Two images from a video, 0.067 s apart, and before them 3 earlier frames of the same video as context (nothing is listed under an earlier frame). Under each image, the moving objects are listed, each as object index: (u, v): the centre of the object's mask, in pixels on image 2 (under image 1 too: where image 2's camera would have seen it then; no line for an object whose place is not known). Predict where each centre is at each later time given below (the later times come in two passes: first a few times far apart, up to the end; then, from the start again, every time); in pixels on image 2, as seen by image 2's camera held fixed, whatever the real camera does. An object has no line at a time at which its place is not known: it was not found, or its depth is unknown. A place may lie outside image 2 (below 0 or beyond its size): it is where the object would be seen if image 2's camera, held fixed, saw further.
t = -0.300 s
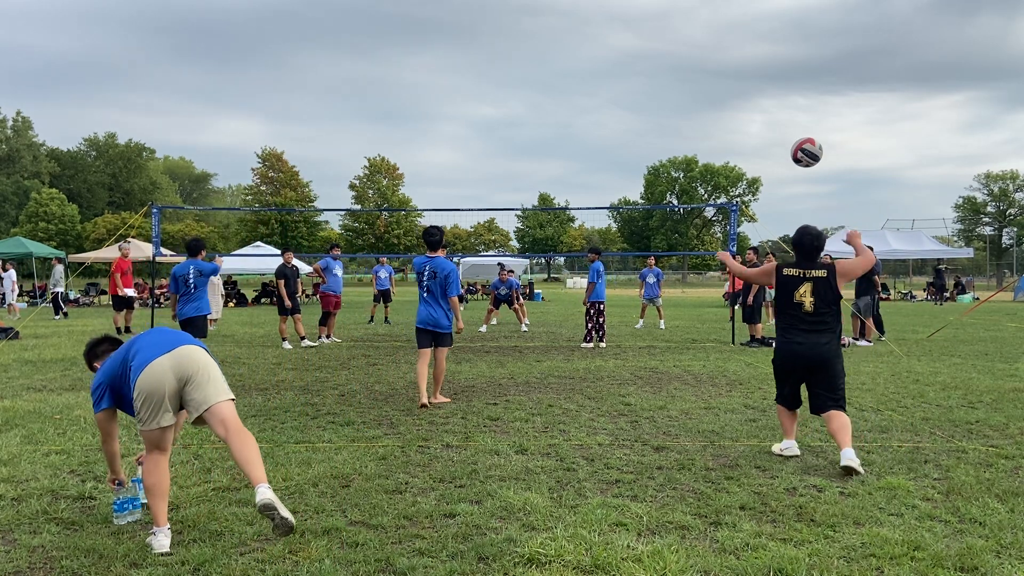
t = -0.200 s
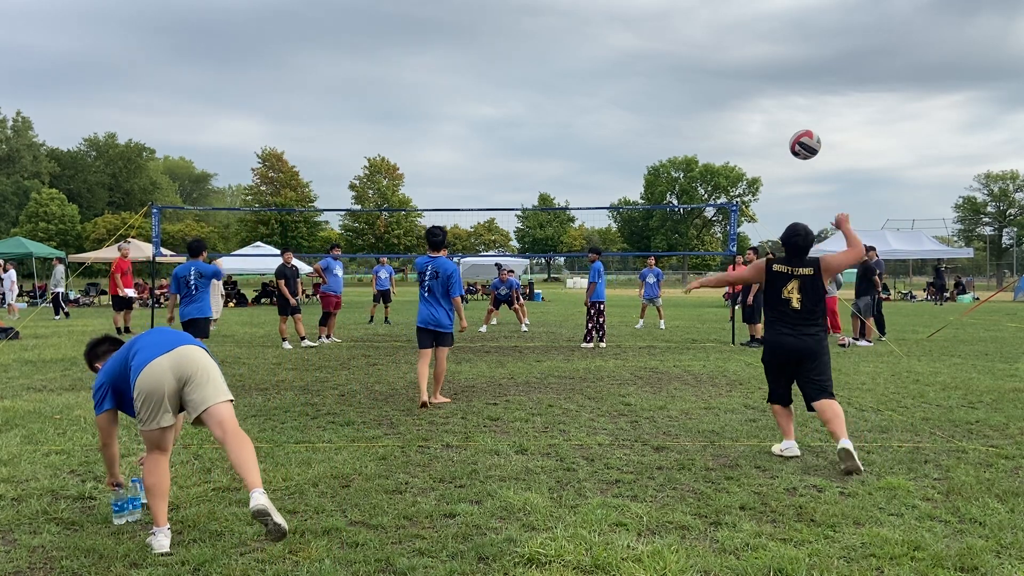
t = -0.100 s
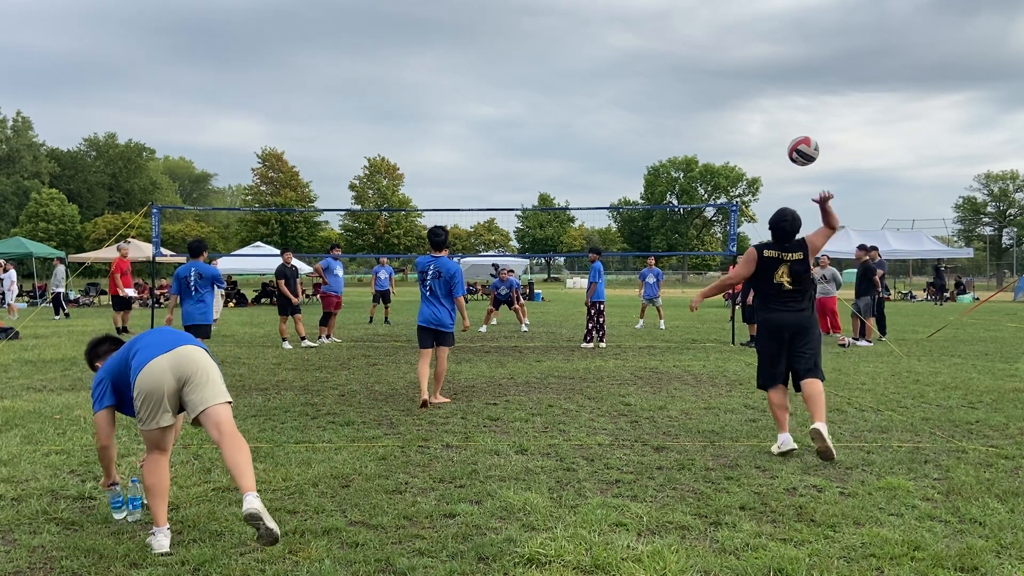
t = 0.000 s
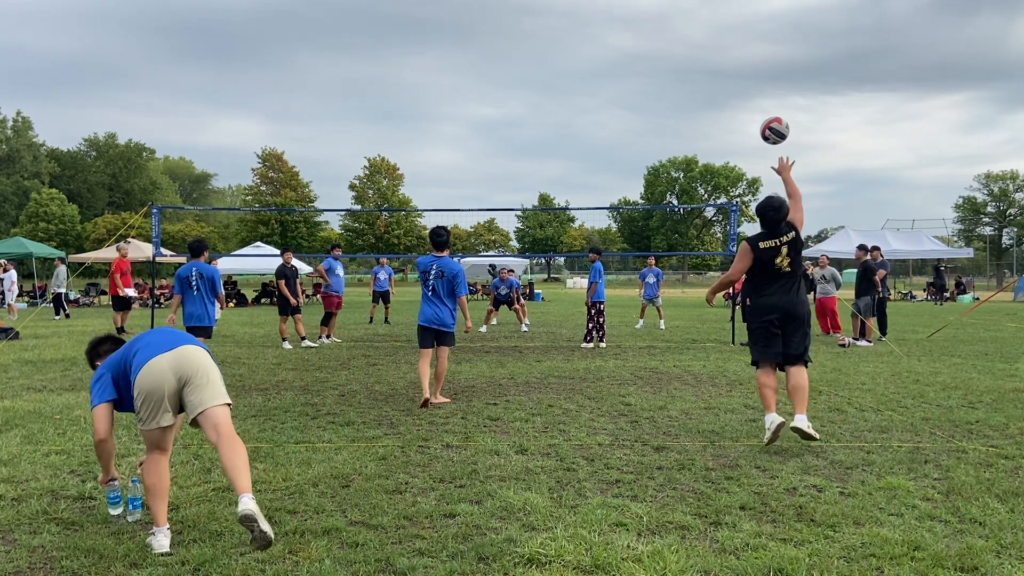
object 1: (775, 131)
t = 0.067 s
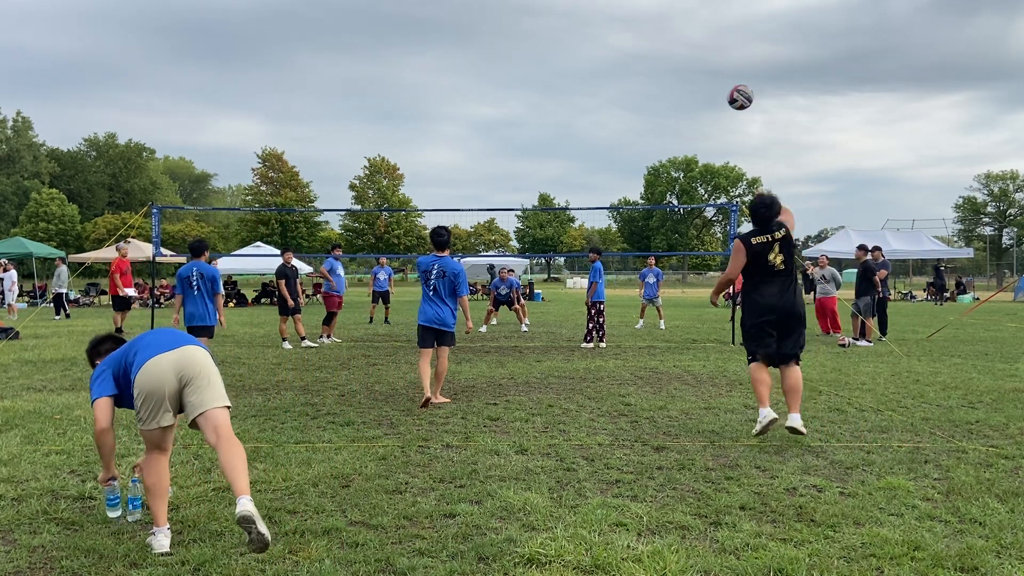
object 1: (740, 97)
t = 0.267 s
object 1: (666, 50)
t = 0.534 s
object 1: (606, 60)
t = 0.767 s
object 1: (571, 103)
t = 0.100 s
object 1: (725, 84)
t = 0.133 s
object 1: (711, 75)
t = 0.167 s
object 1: (699, 66)
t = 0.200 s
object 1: (687, 59)
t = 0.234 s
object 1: (676, 54)
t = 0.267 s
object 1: (666, 50)
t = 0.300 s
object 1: (657, 49)
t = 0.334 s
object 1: (648, 48)
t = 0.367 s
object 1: (640, 48)
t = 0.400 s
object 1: (632, 49)
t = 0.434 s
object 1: (625, 50)
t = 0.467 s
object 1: (618, 53)
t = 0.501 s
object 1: (611, 56)
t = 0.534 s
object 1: (606, 60)
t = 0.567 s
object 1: (600, 65)
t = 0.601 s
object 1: (595, 71)
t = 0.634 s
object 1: (590, 76)
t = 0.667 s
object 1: (585, 82)
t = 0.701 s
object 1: (580, 89)
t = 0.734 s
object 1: (576, 96)
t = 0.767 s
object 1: (571, 103)
